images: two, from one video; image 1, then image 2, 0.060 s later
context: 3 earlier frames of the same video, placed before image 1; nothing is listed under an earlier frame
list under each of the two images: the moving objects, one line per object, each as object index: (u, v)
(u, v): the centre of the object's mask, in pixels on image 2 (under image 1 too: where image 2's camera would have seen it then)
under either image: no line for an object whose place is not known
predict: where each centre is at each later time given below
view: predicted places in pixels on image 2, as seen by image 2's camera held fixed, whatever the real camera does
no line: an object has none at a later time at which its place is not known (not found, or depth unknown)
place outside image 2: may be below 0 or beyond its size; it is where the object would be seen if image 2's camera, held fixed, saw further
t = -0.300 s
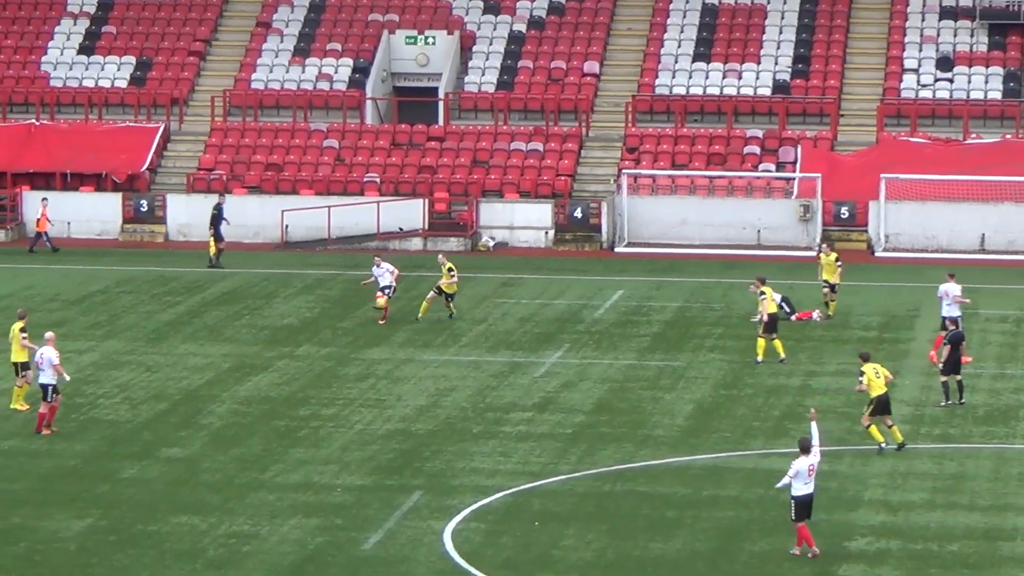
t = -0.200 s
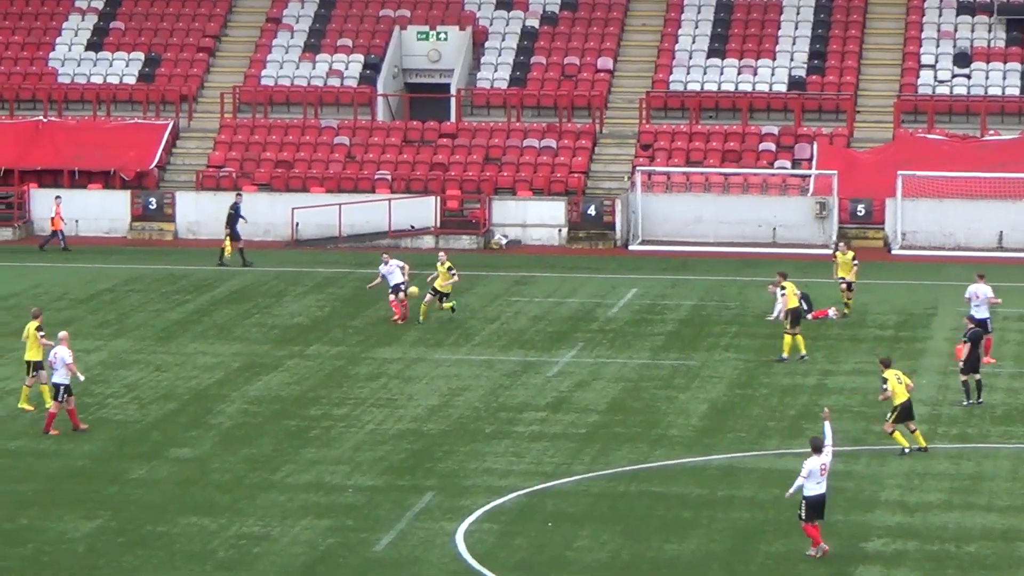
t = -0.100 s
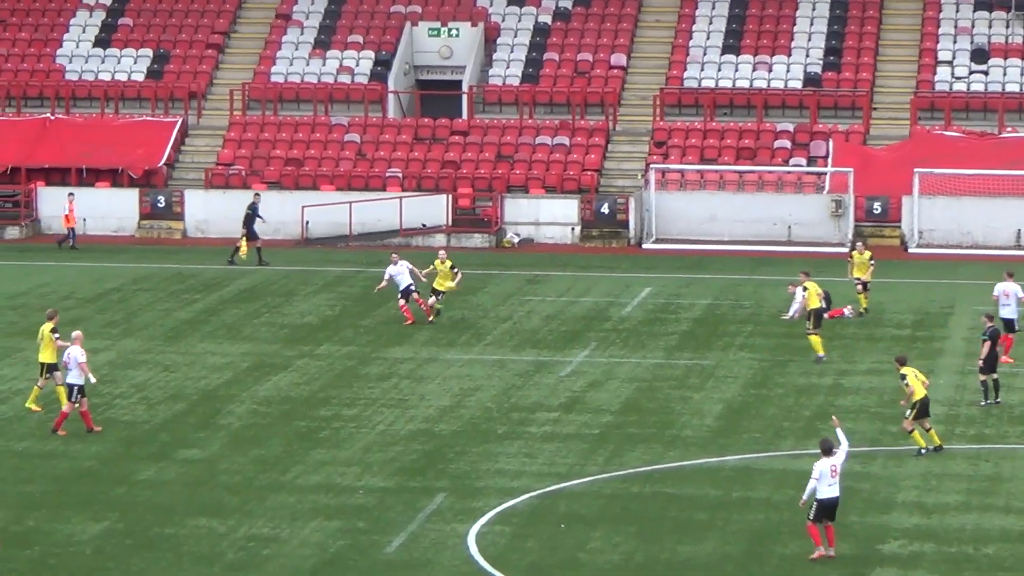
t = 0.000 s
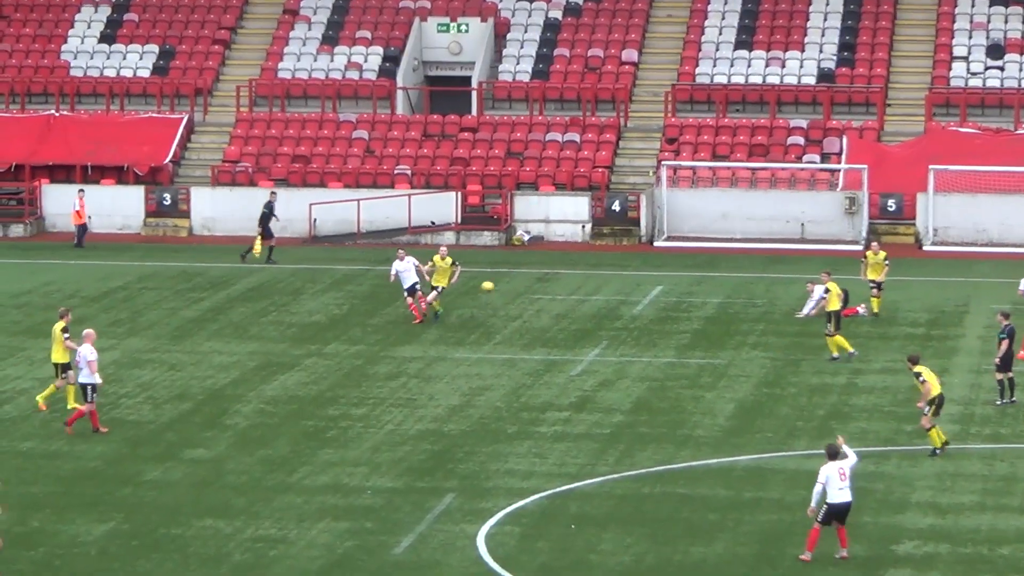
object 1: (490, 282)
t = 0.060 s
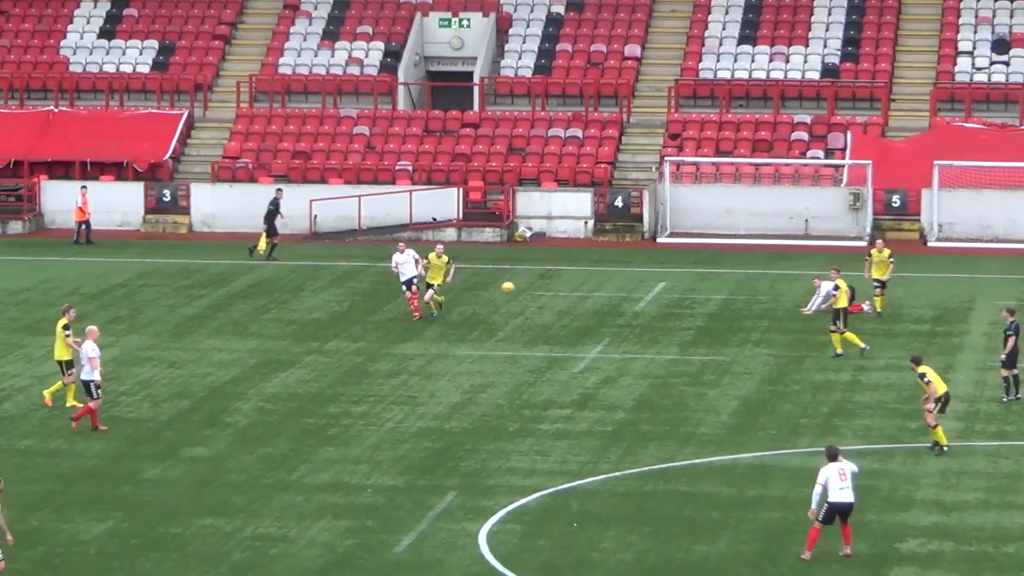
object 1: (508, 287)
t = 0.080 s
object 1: (514, 291)
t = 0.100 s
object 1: (521, 293)
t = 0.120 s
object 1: (526, 296)
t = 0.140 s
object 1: (532, 299)
